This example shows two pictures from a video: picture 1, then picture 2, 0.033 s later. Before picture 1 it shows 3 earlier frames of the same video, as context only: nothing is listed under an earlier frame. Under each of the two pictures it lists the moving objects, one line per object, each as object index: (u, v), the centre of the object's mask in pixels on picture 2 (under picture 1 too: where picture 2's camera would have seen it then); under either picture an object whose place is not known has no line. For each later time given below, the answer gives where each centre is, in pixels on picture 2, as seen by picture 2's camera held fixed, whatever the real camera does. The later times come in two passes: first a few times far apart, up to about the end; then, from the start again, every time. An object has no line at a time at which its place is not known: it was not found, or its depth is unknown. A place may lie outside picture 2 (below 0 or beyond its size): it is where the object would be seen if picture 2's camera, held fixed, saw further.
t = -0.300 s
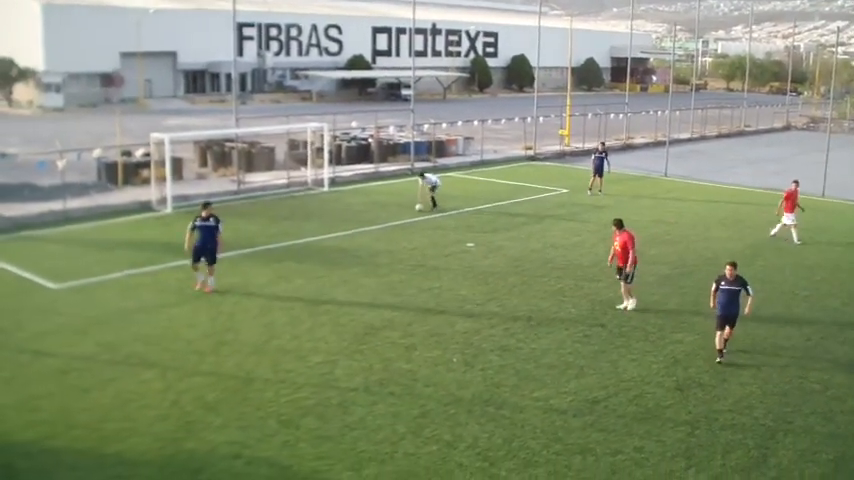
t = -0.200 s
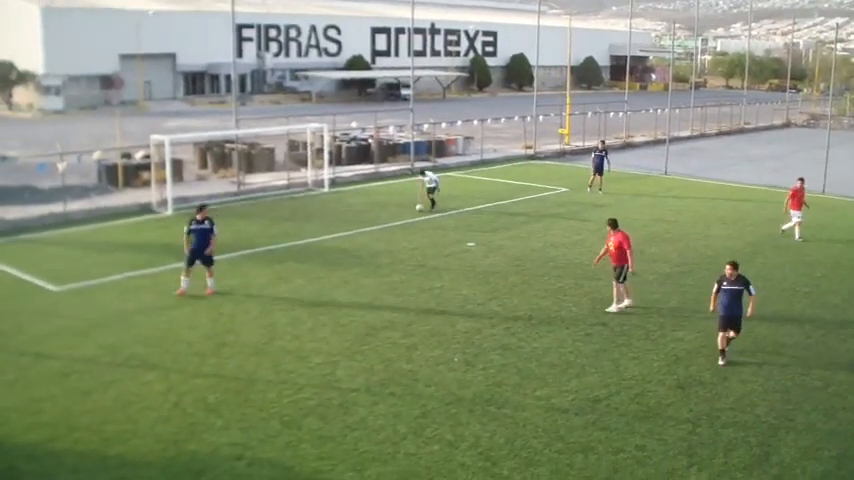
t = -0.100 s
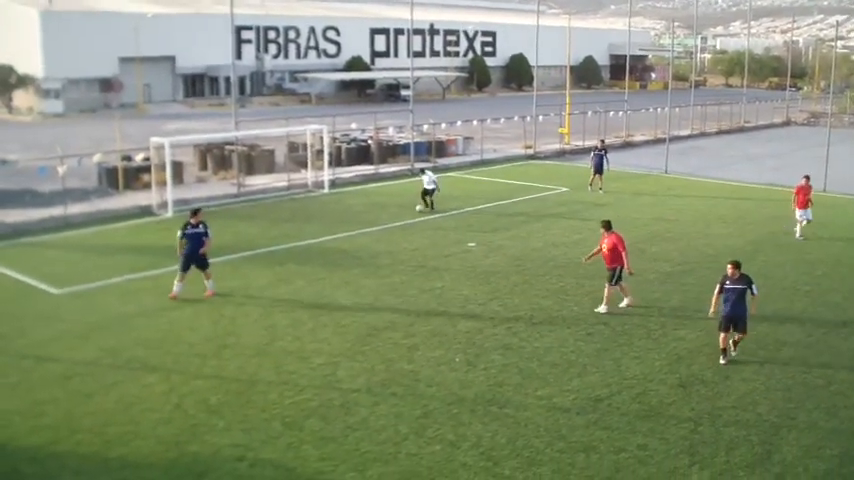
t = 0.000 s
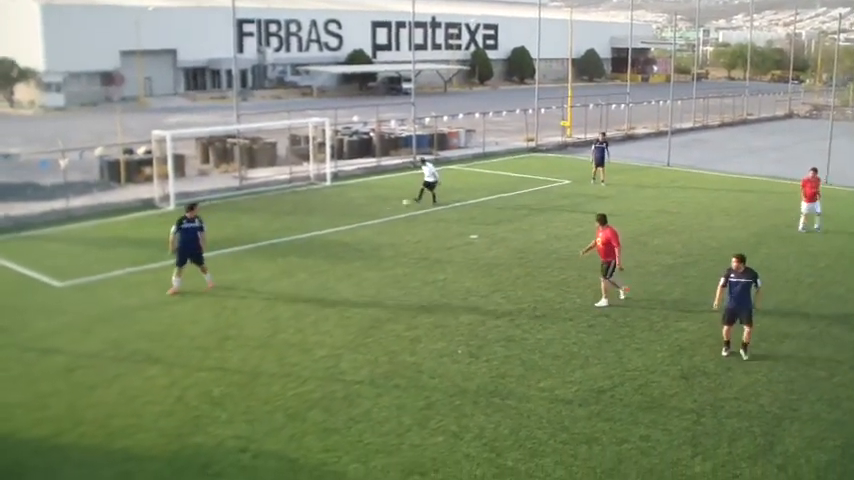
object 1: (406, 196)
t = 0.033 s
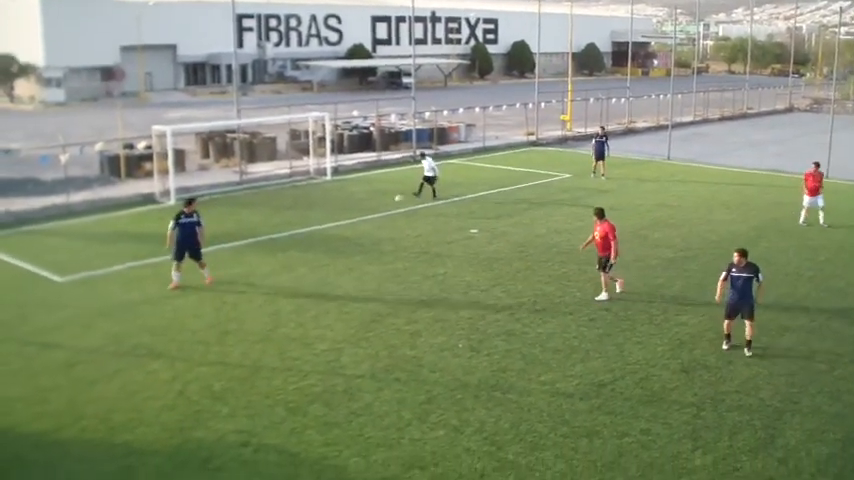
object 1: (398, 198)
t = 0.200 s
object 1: (358, 212)
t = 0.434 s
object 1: (301, 233)
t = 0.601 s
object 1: (262, 247)
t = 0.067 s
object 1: (391, 200)
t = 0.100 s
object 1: (383, 202)
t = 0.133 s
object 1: (375, 205)
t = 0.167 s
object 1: (366, 208)
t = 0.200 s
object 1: (358, 212)
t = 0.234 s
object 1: (349, 217)
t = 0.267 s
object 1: (340, 220)
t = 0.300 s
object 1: (333, 221)
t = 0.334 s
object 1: (325, 223)
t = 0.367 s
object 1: (316, 224)
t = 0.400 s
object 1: (308, 228)
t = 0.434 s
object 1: (301, 233)
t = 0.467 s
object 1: (293, 237)
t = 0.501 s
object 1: (285, 239)
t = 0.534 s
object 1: (277, 241)
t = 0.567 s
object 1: (270, 245)
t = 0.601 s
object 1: (262, 247)
